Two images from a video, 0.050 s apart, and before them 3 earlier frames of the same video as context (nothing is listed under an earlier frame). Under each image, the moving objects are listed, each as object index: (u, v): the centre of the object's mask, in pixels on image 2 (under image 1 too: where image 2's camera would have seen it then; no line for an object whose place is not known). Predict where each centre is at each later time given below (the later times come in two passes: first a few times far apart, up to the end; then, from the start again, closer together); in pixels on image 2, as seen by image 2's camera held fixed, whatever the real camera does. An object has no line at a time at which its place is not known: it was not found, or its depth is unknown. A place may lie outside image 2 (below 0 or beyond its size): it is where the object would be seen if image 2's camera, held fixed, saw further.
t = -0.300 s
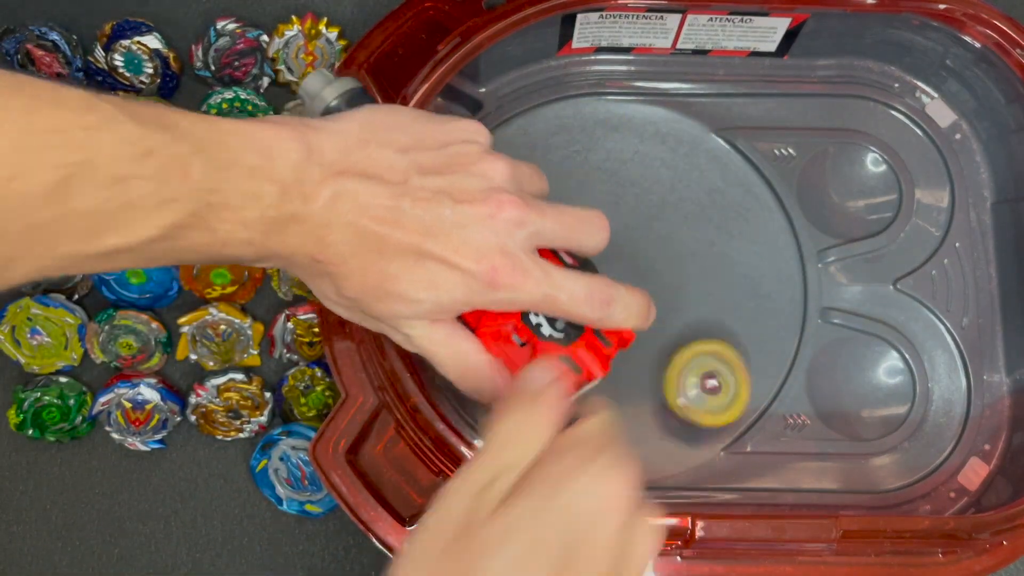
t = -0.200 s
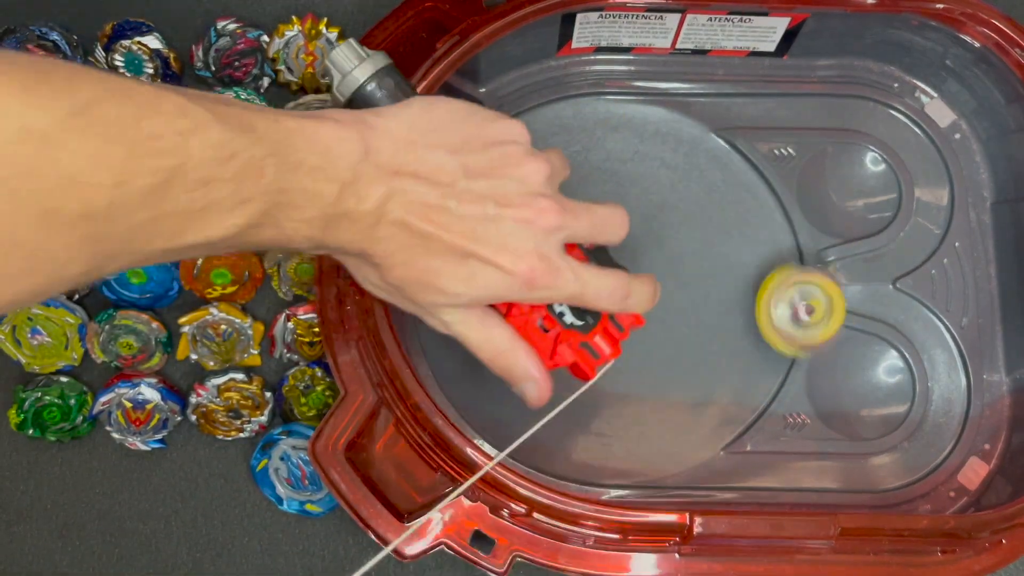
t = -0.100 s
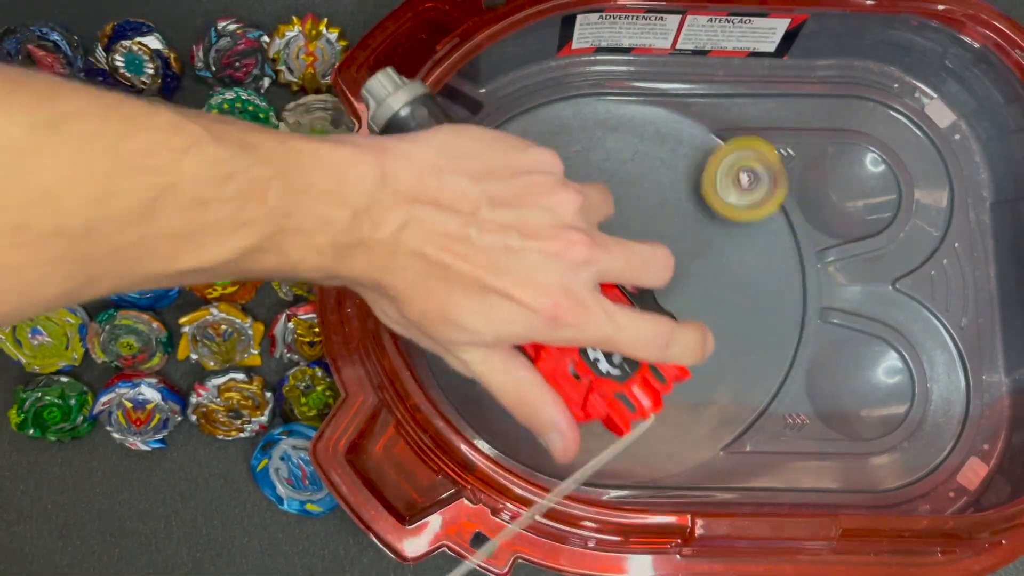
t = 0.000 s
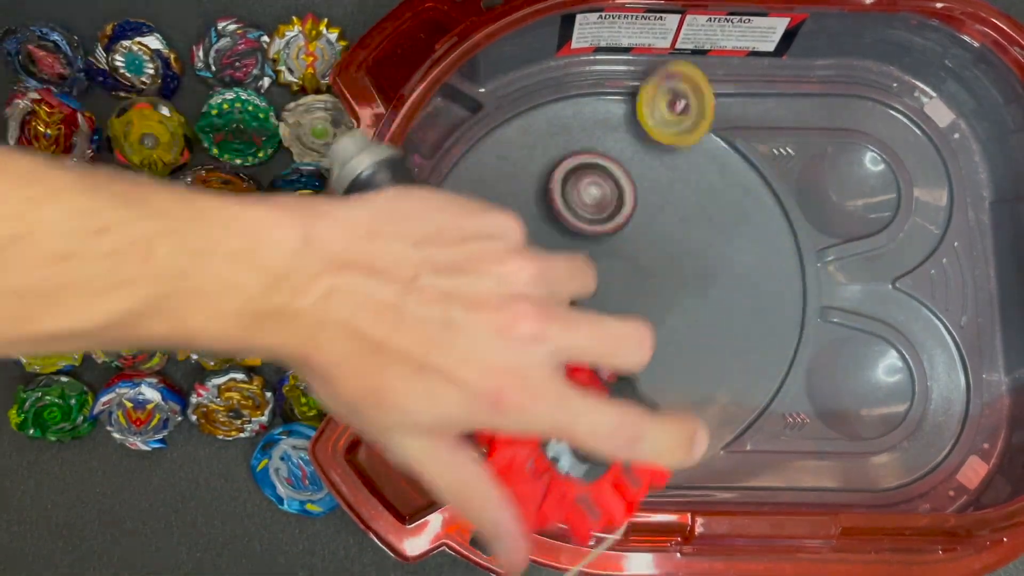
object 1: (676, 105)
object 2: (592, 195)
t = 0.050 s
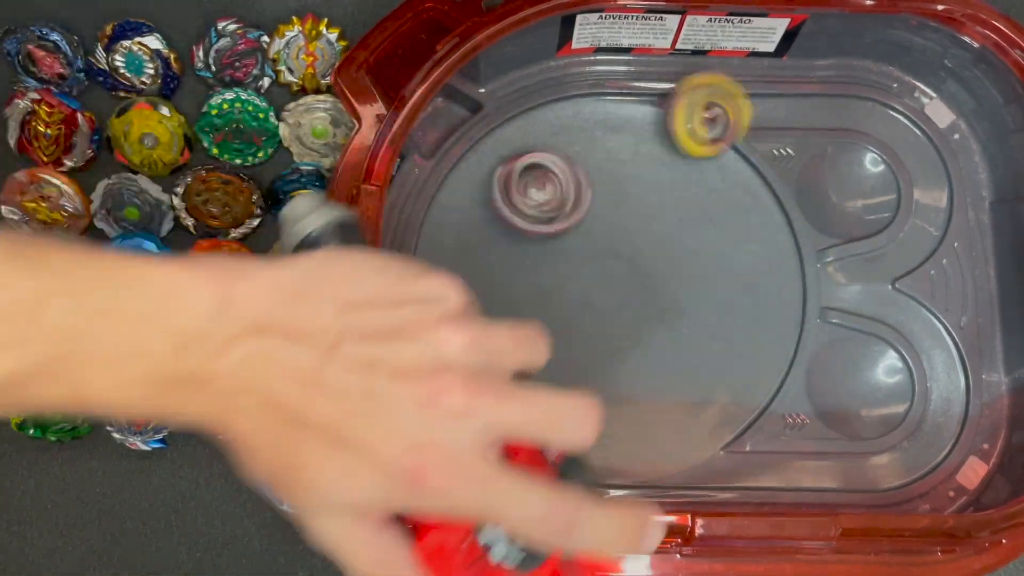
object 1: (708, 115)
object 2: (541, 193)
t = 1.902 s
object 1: (660, 402)
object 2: (782, 102)
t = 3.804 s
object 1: (673, 296)
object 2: (850, 109)
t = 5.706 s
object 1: (540, 229)
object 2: (681, 250)
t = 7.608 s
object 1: (679, 330)
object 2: (602, 213)
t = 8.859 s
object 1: (661, 347)
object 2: (601, 268)
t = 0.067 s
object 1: (738, 104)
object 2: (502, 203)
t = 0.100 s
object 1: (804, 103)
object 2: (432, 219)
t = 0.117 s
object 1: (836, 112)
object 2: (425, 230)
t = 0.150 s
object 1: (895, 126)
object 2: (421, 264)
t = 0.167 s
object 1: (925, 127)
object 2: (420, 281)
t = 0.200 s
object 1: (971, 145)
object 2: (423, 321)
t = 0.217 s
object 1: (989, 155)
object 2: (431, 340)
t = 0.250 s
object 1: (991, 179)
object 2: (451, 377)
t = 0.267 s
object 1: (990, 195)
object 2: (462, 393)
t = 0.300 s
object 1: (981, 223)
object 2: (481, 416)
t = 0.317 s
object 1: (971, 240)
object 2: (491, 427)
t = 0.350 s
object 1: (964, 255)
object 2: (519, 444)
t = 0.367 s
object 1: (959, 262)
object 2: (533, 455)
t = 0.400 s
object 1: (941, 275)
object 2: (551, 461)
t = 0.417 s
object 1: (932, 274)
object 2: (567, 460)
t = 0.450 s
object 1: (913, 269)
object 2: (589, 451)
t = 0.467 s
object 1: (905, 267)
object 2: (609, 442)
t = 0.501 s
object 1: (887, 263)
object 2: (645, 410)
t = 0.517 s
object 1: (882, 262)
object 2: (664, 396)
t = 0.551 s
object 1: (870, 264)
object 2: (695, 362)
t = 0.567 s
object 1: (864, 265)
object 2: (708, 340)
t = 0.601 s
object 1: (856, 271)
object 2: (730, 297)
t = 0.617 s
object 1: (851, 275)
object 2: (738, 275)
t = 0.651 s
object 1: (840, 285)
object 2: (753, 225)
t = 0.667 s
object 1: (838, 285)
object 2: (759, 201)
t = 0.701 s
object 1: (826, 291)
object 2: (762, 153)
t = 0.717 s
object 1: (822, 292)
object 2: (754, 136)
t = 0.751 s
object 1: (810, 295)
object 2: (737, 102)
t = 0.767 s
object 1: (802, 297)
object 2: (728, 92)
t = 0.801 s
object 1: (786, 296)
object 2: (707, 102)
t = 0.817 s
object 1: (777, 296)
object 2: (696, 112)
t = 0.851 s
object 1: (758, 295)
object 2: (672, 137)
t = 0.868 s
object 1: (746, 294)
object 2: (661, 149)
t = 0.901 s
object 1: (724, 291)
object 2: (638, 172)
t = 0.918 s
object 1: (713, 290)
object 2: (626, 183)
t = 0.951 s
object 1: (689, 287)
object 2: (605, 207)
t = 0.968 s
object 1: (679, 286)
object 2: (595, 217)
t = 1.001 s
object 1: (656, 284)
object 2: (577, 239)
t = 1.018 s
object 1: (645, 282)
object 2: (569, 249)
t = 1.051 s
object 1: (637, 287)
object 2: (544, 261)
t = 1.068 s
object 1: (639, 292)
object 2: (527, 263)
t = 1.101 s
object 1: (646, 304)
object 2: (498, 267)
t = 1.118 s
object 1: (651, 309)
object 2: (487, 268)
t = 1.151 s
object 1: (659, 323)
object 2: (471, 268)
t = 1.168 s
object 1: (663, 328)
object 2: (467, 268)
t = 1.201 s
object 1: (672, 340)
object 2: (464, 267)
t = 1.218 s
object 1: (676, 346)
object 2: (467, 266)
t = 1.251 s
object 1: (683, 359)
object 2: (479, 265)
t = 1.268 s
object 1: (687, 365)
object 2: (489, 262)
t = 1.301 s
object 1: (694, 377)
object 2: (513, 255)
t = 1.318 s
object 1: (698, 381)
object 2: (528, 250)
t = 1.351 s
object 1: (705, 391)
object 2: (558, 235)
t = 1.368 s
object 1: (707, 397)
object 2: (573, 226)
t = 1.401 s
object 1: (711, 404)
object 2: (603, 205)
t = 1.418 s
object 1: (713, 409)
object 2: (617, 193)
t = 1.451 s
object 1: (715, 416)
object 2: (643, 168)
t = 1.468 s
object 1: (716, 418)
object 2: (655, 156)
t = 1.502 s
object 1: (717, 424)
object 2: (675, 129)
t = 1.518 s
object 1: (716, 426)
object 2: (683, 117)
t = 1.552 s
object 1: (715, 430)
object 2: (698, 95)
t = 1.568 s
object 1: (713, 432)
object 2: (705, 94)
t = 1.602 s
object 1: (710, 434)
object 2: (716, 96)
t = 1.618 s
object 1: (708, 434)
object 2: (720, 100)
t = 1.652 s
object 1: (703, 434)
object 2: (729, 106)
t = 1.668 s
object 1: (700, 434)
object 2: (734, 107)
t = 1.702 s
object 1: (694, 434)
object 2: (743, 109)
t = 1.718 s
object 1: (692, 432)
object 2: (748, 109)
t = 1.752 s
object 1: (686, 429)
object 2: (758, 107)
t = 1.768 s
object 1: (683, 427)
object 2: (763, 106)
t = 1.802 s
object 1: (677, 424)
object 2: (771, 101)
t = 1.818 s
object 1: (674, 422)
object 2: (775, 99)
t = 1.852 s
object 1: (670, 417)
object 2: (779, 101)
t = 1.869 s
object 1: (668, 412)
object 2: (780, 102)
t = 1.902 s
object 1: (660, 402)
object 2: (782, 102)
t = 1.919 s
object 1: (655, 397)
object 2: (782, 102)
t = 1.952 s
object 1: (647, 381)
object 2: (781, 101)
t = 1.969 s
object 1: (642, 372)
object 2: (780, 101)
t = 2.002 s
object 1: (631, 358)
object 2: (775, 99)
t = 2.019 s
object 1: (625, 350)
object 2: (773, 100)
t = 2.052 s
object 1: (610, 334)
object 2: (765, 105)
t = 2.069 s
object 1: (602, 326)
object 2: (761, 107)
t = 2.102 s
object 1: (586, 314)
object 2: (757, 112)
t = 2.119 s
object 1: (578, 308)
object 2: (756, 112)
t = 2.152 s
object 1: (561, 296)
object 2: (757, 110)
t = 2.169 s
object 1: (552, 292)
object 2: (758, 111)
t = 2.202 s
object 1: (538, 284)
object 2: (761, 111)
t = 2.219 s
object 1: (531, 280)
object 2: (763, 111)
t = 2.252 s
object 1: (516, 275)
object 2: (766, 112)
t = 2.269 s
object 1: (511, 274)
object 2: (769, 110)
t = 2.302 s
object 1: (504, 274)
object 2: (771, 111)
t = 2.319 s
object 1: (501, 275)
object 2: (772, 112)
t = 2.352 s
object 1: (498, 277)
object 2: (774, 111)
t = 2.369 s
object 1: (498, 276)
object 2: (775, 111)
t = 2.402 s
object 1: (502, 274)
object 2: (776, 112)
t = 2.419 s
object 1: (504, 275)
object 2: (777, 112)
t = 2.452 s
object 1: (511, 277)
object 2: (779, 113)
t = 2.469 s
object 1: (513, 275)
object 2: (780, 112)
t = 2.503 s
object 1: (522, 272)
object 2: (782, 113)
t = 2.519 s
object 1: (529, 271)
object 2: (784, 111)
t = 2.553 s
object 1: (540, 269)
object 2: (787, 113)
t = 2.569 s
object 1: (544, 267)
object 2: (789, 113)
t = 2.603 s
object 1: (556, 259)
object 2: (792, 113)
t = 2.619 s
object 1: (562, 255)
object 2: (794, 113)
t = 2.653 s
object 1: (577, 250)
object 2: (797, 113)
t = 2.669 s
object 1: (583, 248)
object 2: (799, 113)
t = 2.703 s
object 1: (595, 239)
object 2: (803, 113)
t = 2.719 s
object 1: (602, 233)
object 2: (806, 113)
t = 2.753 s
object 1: (614, 223)
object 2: (810, 113)
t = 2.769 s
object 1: (620, 218)
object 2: (813, 112)
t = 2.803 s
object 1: (628, 209)
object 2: (818, 115)
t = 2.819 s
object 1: (632, 205)
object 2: (821, 113)
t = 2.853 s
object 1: (641, 193)
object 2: (827, 113)
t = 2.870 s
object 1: (644, 189)
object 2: (830, 115)
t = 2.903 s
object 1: (648, 182)
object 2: (837, 110)
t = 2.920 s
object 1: (647, 179)
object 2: (840, 110)
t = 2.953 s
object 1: (648, 173)
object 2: (846, 116)
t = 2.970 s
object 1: (651, 170)
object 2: (849, 114)
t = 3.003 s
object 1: (652, 170)
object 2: (858, 111)
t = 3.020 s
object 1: (652, 170)
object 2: (863, 112)
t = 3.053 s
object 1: (648, 169)
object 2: (873, 118)
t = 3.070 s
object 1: (648, 169)
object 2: (879, 119)
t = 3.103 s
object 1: (647, 175)
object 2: (891, 122)
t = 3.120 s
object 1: (647, 178)
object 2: (899, 123)
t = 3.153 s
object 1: (642, 182)
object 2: (910, 125)
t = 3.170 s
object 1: (642, 184)
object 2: (917, 125)
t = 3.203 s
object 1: (642, 191)
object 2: (917, 132)
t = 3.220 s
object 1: (642, 198)
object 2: (917, 136)
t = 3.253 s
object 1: (641, 207)
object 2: (916, 142)
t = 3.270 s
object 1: (638, 213)
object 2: (916, 145)
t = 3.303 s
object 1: (639, 222)
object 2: (918, 146)
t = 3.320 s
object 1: (641, 227)
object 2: (921, 146)
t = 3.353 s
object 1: (644, 239)
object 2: (923, 144)
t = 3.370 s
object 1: (645, 245)
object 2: (924, 143)
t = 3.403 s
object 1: (646, 257)
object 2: (923, 140)
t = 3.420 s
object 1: (649, 262)
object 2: (920, 140)
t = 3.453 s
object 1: (655, 270)
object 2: (912, 139)
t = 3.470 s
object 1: (657, 277)
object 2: (910, 137)
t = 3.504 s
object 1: (664, 288)
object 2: (911, 130)
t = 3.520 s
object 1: (664, 291)
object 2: (910, 129)
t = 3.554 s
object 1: (669, 296)
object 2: (899, 130)
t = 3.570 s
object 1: (671, 297)
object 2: (897, 126)
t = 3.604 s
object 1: (676, 300)
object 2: (897, 118)
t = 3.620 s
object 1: (678, 301)
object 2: (895, 116)
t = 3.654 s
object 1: (678, 303)
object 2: (886, 117)
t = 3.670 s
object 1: (678, 303)
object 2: (881, 118)
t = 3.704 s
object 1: (678, 299)
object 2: (878, 107)
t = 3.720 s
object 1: (680, 300)
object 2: (875, 105)
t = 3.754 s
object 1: (680, 299)
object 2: (867, 104)
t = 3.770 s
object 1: (677, 300)
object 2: (861, 107)
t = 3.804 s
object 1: (673, 296)
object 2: (850, 109)
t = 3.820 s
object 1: (671, 295)
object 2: (845, 107)
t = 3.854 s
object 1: (670, 292)
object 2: (834, 108)
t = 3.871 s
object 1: (669, 291)
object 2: (829, 107)
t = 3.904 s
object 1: (662, 289)
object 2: (817, 108)
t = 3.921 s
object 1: (660, 287)
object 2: (810, 108)
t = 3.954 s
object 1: (651, 282)
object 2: (797, 106)
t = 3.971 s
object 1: (650, 280)
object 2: (790, 107)
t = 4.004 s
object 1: (647, 279)
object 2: (775, 106)
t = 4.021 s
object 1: (643, 278)
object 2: (767, 107)
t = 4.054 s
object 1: (636, 276)
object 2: (749, 106)
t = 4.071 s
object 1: (631, 273)
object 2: (739, 106)
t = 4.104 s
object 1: (625, 268)
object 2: (720, 110)
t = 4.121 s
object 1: (623, 268)
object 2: (709, 114)
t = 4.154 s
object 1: (617, 266)
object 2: (686, 124)
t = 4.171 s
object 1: (613, 267)
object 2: (672, 130)
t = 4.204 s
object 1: (606, 262)
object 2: (641, 145)
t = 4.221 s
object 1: (603, 261)
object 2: (626, 153)
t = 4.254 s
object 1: (601, 259)
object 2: (599, 172)
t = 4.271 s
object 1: (599, 261)
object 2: (585, 181)
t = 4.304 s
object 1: (594, 287)
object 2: (563, 185)
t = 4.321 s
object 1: (590, 297)
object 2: (554, 188)
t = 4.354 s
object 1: (586, 319)
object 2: (534, 200)
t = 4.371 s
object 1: (587, 329)
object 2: (525, 207)
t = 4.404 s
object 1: (588, 349)
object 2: (508, 229)
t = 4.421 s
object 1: (589, 358)
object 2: (501, 241)
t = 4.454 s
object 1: (595, 377)
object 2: (492, 269)
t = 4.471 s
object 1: (599, 384)
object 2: (490, 283)
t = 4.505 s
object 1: (611, 402)
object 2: (492, 313)
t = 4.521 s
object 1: (617, 406)
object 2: (495, 326)
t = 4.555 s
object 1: (636, 414)
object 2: (508, 353)
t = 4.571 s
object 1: (642, 414)
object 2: (518, 366)
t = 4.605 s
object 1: (660, 410)
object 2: (541, 387)
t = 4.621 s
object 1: (666, 405)
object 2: (554, 394)
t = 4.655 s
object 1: (676, 392)
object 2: (584, 405)
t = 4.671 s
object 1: (679, 385)
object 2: (598, 409)
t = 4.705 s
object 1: (694, 368)
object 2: (620, 410)
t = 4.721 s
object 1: (702, 359)
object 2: (631, 408)
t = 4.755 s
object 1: (710, 338)
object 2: (655, 398)
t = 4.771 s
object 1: (715, 326)
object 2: (665, 390)
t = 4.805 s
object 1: (724, 300)
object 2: (676, 373)
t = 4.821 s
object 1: (729, 286)
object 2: (680, 360)
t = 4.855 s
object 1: (734, 263)
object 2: (683, 337)
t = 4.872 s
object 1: (735, 251)
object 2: (682, 326)
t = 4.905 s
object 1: (735, 229)
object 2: (676, 302)
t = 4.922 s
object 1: (732, 220)
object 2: (671, 289)
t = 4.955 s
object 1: (727, 198)
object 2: (658, 267)
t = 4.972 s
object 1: (722, 188)
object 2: (651, 257)
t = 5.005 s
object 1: (715, 171)
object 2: (632, 239)
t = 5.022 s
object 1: (714, 165)
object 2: (621, 230)
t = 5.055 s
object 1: (706, 149)
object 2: (598, 218)
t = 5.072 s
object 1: (700, 140)
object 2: (587, 215)
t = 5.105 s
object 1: (689, 127)
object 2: (562, 210)
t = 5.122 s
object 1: (685, 123)
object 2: (549, 209)
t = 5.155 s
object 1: (671, 113)
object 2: (525, 212)
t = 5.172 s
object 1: (661, 110)
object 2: (515, 215)
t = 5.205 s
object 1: (642, 108)
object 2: (495, 227)
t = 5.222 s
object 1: (637, 109)
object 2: (487, 235)
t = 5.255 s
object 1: (619, 118)
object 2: (476, 254)
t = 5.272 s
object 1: (609, 121)
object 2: (474, 264)
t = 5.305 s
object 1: (597, 133)
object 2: (475, 286)
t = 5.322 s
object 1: (593, 143)
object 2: (479, 297)
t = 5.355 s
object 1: (584, 159)
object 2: (493, 315)
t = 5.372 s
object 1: (579, 167)
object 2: (501, 320)
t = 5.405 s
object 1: (574, 187)
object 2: (523, 331)
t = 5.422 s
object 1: (574, 194)
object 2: (537, 334)
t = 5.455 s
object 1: (573, 213)
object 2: (564, 334)
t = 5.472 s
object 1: (571, 225)
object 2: (576, 332)
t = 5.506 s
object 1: (571, 242)
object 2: (600, 321)
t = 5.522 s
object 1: (574, 248)
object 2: (612, 315)
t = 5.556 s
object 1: (572, 250)
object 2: (633, 309)
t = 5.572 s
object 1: (571, 248)
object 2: (642, 307)
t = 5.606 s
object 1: (565, 244)
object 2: (659, 298)
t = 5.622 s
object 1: (561, 242)
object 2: (664, 294)
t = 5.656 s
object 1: (553, 235)
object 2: (674, 278)
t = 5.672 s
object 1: (547, 232)
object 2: (677, 270)
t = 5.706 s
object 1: (540, 229)
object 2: (681, 250)
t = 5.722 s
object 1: (535, 225)
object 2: (681, 239)
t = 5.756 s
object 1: (530, 224)
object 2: (677, 219)
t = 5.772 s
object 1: (530, 223)
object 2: (672, 209)
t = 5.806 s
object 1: (526, 223)
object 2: (660, 192)
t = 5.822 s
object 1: (527, 224)
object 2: (652, 185)
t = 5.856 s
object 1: (527, 225)
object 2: (634, 174)
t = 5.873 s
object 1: (529, 225)
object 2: (623, 171)
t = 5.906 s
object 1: (535, 229)
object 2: (602, 170)
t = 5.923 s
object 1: (536, 229)
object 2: (593, 172)
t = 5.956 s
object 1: (537, 238)
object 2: (580, 177)
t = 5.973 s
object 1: (531, 243)
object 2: (577, 182)
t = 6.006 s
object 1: (528, 257)
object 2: (575, 191)
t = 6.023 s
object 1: (526, 262)
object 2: (576, 196)
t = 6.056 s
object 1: (521, 276)
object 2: (580, 206)
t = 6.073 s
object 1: (519, 280)
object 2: (583, 210)
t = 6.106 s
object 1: (514, 292)
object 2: (588, 219)
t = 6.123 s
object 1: (514, 296)
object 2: (591, 222)
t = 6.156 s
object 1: (510, 309)
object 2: (600, 231)
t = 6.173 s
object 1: (511, 313)
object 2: (605, 234)
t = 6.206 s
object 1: (512, 326)
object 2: (616, 241)
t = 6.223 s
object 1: (515, 332)
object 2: (621, 244)
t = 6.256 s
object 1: (520, 340)
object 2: (633, 248)
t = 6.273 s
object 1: (526, 343)
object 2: (640, 251)
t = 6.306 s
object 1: (539, 347)
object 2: (652, 254)
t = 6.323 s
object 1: (545, 347)
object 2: (658, 256)
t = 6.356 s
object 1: (557, 345)
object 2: (669, 255)
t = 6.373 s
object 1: (564, 342)
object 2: (674, 255)
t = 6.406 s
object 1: (577, 338)
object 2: (684, 252)
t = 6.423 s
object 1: (583, 335)
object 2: (688, 250)
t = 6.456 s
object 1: (594, 330)
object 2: (693, 247)
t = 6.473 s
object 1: (598, 328)
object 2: (693, 245)
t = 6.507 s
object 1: (610, 322)
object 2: (691, 240)
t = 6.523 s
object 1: (615, 321)
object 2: (689, 239)
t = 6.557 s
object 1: (625, 317)
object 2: (686, 236)
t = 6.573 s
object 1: (629, 316)
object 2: (683, 236)
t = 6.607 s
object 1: (640, 313)
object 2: (678, 235)
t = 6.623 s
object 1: (645, 313)
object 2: (675, 234)
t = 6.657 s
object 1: (654, 311)
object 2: (670, 234)
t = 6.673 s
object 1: (659, 310)
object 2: (666, 234)
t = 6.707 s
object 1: (670, 309)
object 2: (660, 233)
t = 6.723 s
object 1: (677, 312)
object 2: (657, 234)
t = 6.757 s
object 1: (683, 317)
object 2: (649, 234)
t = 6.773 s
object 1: (687, 318)
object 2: (646, 234)
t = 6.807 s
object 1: (693, 320)
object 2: (639, 237)
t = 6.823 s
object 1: (698, 321)
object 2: (635, 239)
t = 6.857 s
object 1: (706, 327)
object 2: (628, 242)
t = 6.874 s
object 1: (709, 328)
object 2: (625, 245)
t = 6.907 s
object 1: (715, 332)
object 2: (620, 248)
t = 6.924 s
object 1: (716, 332)
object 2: (618, 250)
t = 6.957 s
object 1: (718, 332)
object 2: (613, 254)
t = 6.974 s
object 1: (719, 331)
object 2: (610, 257)
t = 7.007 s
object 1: (716, 327)
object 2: (605, 261)
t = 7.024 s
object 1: (715, 325)
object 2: (604, 264)
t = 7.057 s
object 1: (708, 320)
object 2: (602, 269)
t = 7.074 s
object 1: (705, 319)
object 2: (601, 270)
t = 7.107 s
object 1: (693, 315)
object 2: (599, 274)
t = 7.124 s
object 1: (688, 311)
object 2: (597, 277)
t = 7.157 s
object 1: (680, 308)
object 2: (596, 281)
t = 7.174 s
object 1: (674, 305)
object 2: (596, 282)
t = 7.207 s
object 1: (670, 306)
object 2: (593, 284)
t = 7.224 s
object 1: (667, 308)
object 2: (592, 284)
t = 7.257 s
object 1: (665, 315)
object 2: (592, 280)
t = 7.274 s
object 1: (668, 323)
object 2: (593, 275)
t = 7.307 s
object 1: (673, 331)
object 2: (592, 268)
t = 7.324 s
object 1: (675, 334)
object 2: (594, 265)
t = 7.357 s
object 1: (678, 337)
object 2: (594, 260)
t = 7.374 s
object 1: (679, 337)
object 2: (594, 255)
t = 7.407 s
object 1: (683, 340)
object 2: (598, 248)
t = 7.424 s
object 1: (684, 341)
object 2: (597, 244)
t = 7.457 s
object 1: (683, 341)
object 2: (601, 237)
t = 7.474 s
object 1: (682, 340)
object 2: (601, 235)
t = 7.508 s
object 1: (680, 337)
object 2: (602, 227)
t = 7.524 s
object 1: (680, 336)
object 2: (602, 226)
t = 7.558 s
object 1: (679, 333)
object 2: (602, 219)
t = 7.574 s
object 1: (679, 332)
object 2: (603, 216)
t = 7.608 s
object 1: (679, 330)
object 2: (602, 213)
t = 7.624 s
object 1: (679, 329)
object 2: (604, 211)
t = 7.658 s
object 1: (679, 328)
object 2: (605, 210)
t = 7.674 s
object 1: (680, 327)
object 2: (605, 208)
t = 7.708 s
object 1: (681, 325)
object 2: (606, 207)
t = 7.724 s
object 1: (682, 324)
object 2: (606, 207)
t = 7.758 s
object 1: (684, 321)
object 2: (607, 205)
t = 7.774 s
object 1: (685, 319)
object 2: (608, 206)
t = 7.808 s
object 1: (687, 317)
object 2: (608, 207)
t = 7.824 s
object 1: (688, 316)
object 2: (610, 208)
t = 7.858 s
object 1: (690, 315)
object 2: (611, 211)
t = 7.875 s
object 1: (690, 314)
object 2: (613, 212)
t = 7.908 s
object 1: (690, 314)
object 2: (614, 217)
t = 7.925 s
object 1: (690, 314)
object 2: (616, 219)
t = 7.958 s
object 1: (689, 314)
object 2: (620, 223)
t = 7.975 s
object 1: (689, 315)
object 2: (621, 225)
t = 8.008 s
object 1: (687, 316)
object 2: (627, 230)
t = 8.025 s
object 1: (686, 316)
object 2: (629, 233)
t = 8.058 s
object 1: (685, 318)
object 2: (632, 238)
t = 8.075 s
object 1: (684, 318)
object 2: (636, 242)
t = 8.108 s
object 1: (682, 319)
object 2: (640, 247)
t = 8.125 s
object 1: (682, 320)
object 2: (644, 249)
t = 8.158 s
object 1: (681, 321)
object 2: (651, 255)
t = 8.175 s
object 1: (681, 321)
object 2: (653, 256)
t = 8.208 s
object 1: (683, 328)
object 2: (658, 252)
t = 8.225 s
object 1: (685, 333)
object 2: (660, 250)
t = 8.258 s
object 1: (687, 339)
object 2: (659, 243)
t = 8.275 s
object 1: (688, 340)
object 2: (659, 239)
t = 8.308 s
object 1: (688, 340)
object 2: (657, 234)
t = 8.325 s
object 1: (687, 340)
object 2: (655, 230)
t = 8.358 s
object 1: (684, 340)
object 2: (652, 224)
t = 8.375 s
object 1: (682, 340)
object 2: (650, 223)
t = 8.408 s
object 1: (678, 340)
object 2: (646, 219)
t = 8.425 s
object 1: (675, 340)
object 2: (643, 218)
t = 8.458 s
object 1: (671, 341)
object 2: (639, 217)
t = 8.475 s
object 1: (670, 342)
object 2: (636, 216)
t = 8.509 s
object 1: (666, 343)
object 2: (632, 215)
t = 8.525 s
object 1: (662, 352)
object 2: (629, 216)
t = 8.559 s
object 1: (661, 354)
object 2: (620, 218)
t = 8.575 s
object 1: (660, 354)
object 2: (618, 219)
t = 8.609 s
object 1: (659, 353)
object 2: (613, 224)
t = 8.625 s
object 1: (658, 357)
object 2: (610, 225)
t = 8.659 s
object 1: (657, 357)
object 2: (607, 230)
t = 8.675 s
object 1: (657, 358)
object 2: (606, 232)
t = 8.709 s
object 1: (657, 356)
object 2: (603, 240)
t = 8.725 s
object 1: (657, 358)
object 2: (602, 241)
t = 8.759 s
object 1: (657, 357)
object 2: (602, 248)
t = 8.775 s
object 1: (660, 349)
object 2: (601, 252)
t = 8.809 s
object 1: (658, 356)
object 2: (600, 258)
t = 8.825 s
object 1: (658, 356)
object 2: (601, 260)
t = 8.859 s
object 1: (661, 347)
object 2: (601, 268)
